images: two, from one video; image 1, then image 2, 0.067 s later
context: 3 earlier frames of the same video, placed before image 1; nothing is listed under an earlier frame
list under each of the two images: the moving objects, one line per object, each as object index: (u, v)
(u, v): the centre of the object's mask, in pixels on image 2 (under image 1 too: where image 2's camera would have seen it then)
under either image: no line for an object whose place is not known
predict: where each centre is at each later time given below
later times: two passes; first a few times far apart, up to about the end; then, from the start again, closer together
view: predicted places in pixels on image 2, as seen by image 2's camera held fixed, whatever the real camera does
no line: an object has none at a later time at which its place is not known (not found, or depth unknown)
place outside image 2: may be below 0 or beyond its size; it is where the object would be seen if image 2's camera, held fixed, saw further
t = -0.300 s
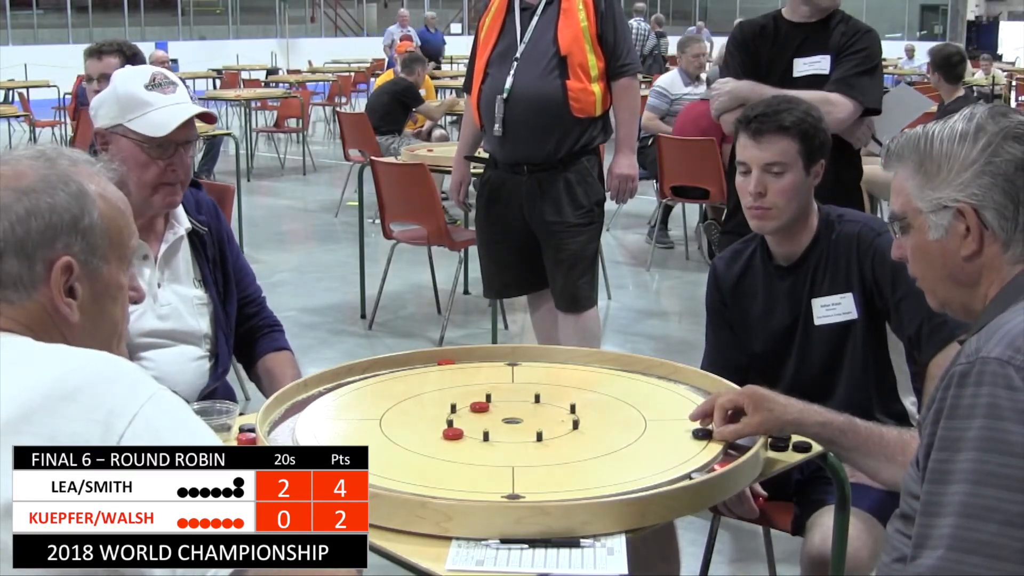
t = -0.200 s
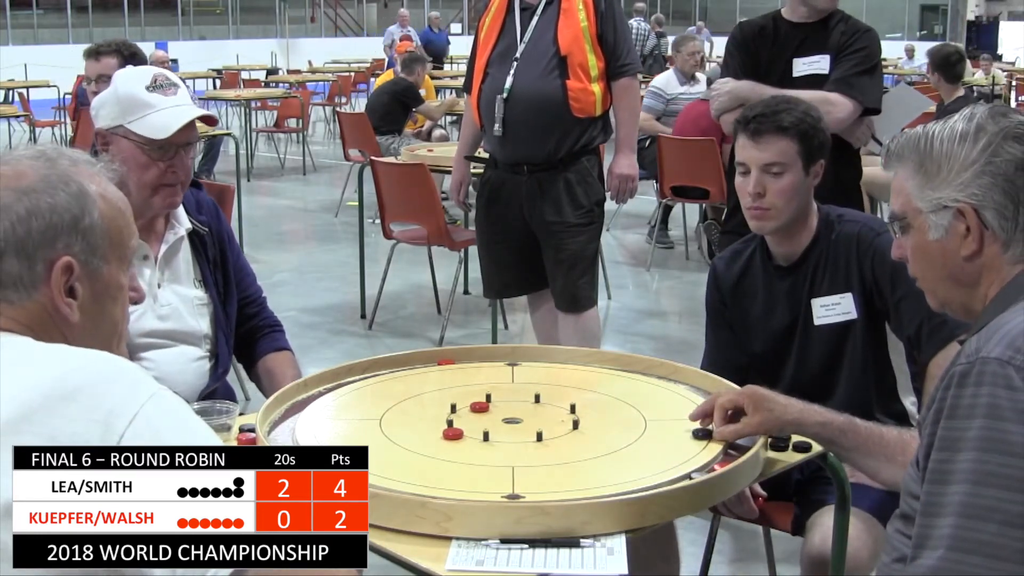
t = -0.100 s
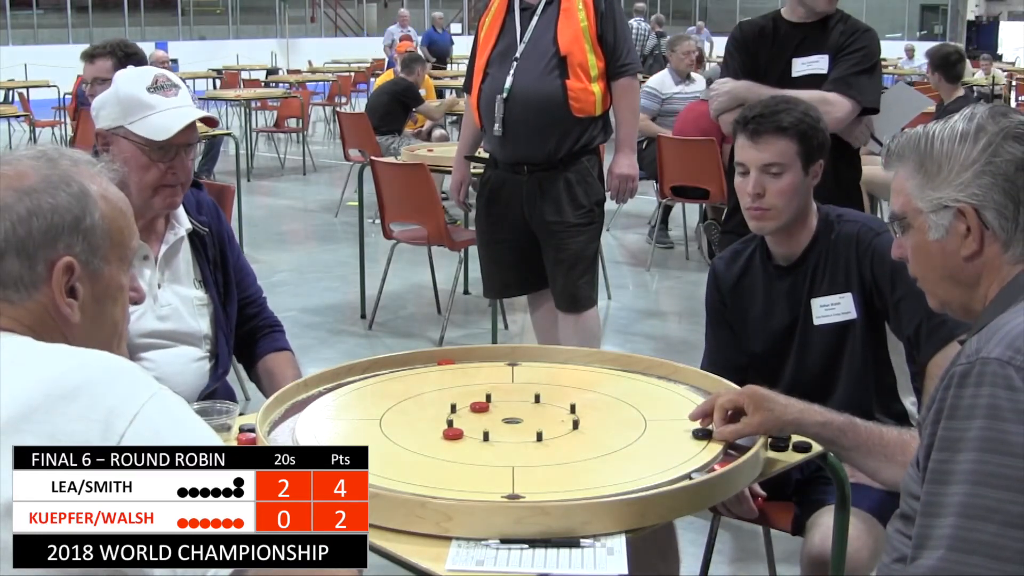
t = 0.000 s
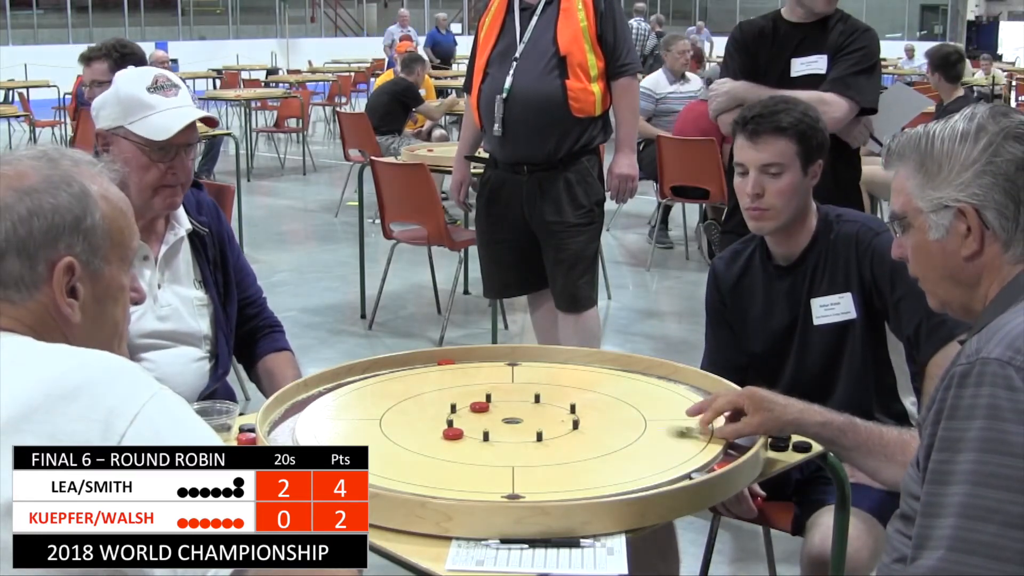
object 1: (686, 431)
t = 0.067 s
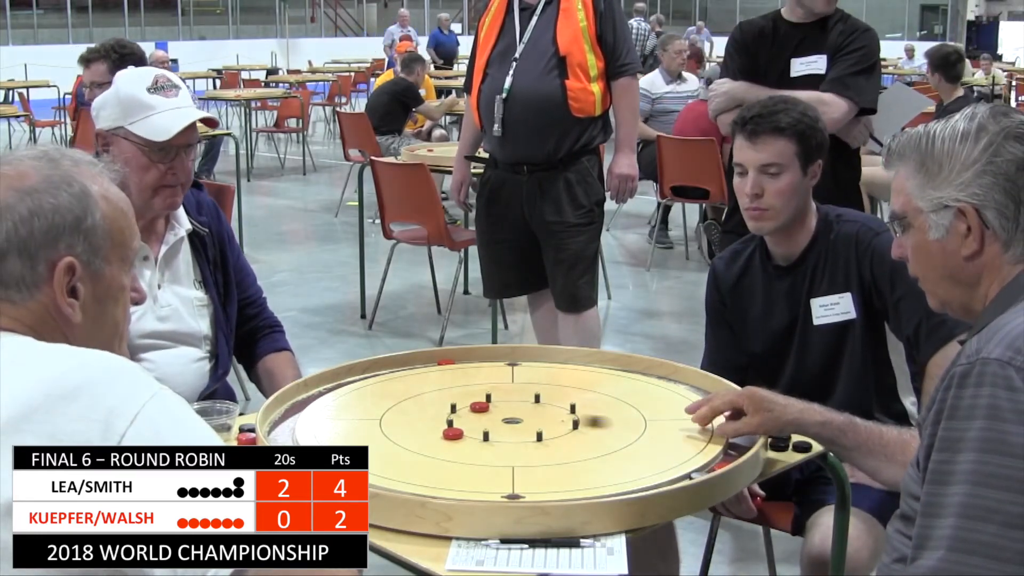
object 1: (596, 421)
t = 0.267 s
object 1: (490, 405)
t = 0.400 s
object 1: (489, 403)
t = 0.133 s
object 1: (512, 410)
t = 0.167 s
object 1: (496, 408)
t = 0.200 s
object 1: (494, 406)
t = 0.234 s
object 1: (492, 405)
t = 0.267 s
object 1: (490, 405)
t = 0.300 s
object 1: (490, 404)
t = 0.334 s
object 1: (489, 403)
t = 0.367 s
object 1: (489, 403)
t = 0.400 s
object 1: (489, 403)
